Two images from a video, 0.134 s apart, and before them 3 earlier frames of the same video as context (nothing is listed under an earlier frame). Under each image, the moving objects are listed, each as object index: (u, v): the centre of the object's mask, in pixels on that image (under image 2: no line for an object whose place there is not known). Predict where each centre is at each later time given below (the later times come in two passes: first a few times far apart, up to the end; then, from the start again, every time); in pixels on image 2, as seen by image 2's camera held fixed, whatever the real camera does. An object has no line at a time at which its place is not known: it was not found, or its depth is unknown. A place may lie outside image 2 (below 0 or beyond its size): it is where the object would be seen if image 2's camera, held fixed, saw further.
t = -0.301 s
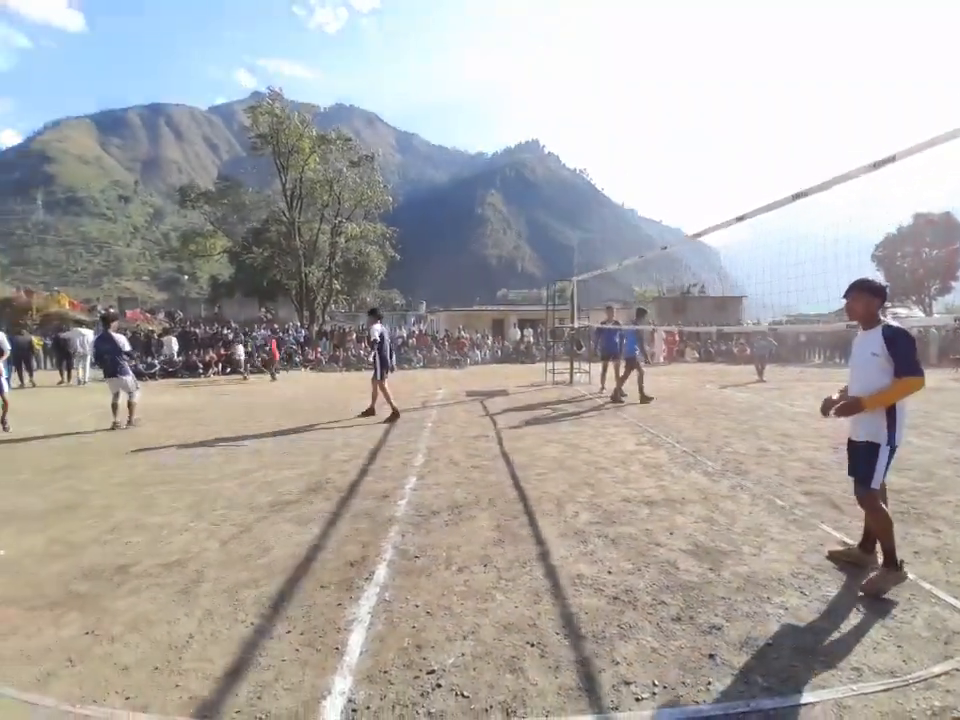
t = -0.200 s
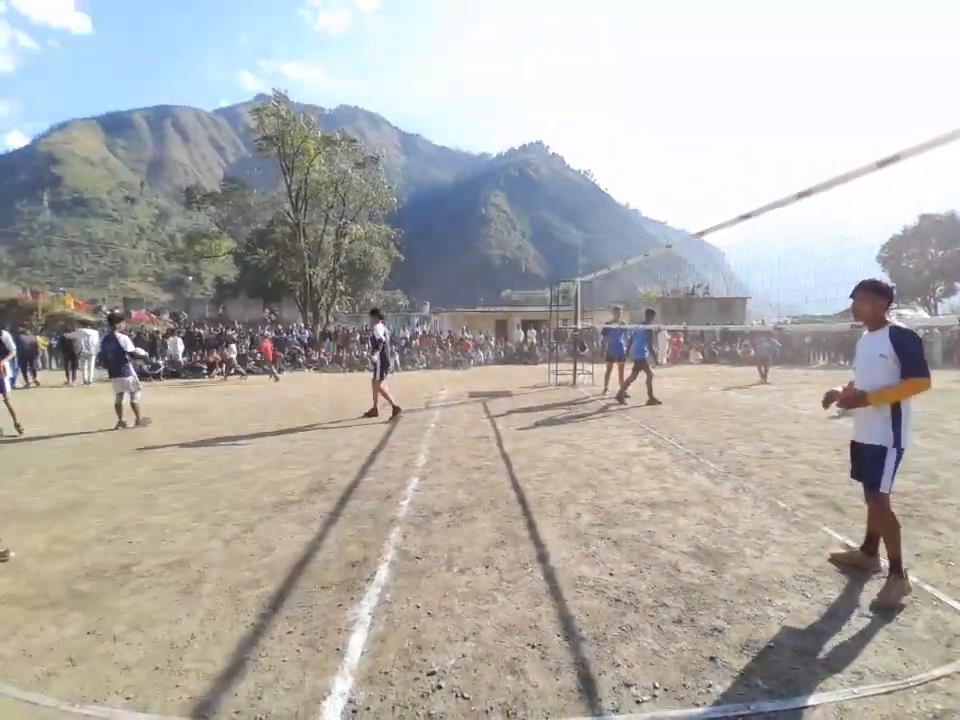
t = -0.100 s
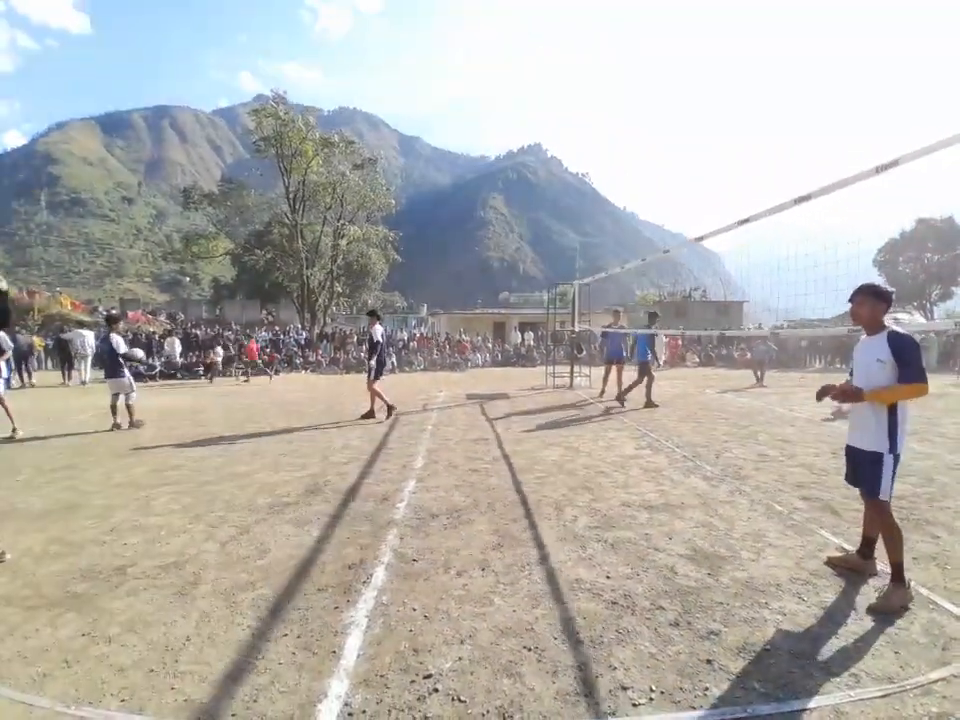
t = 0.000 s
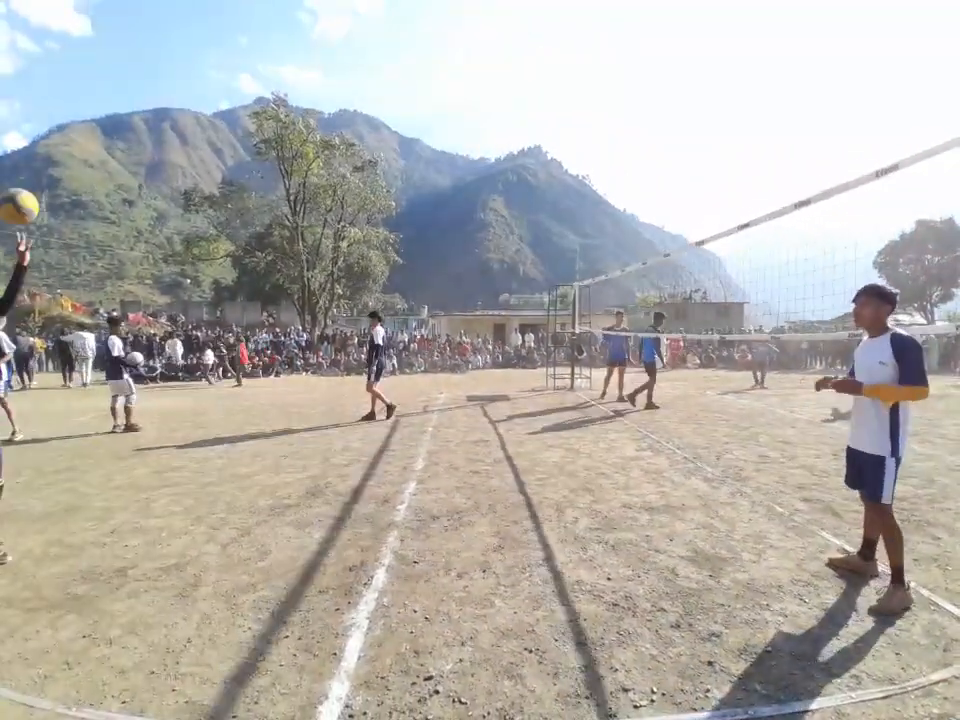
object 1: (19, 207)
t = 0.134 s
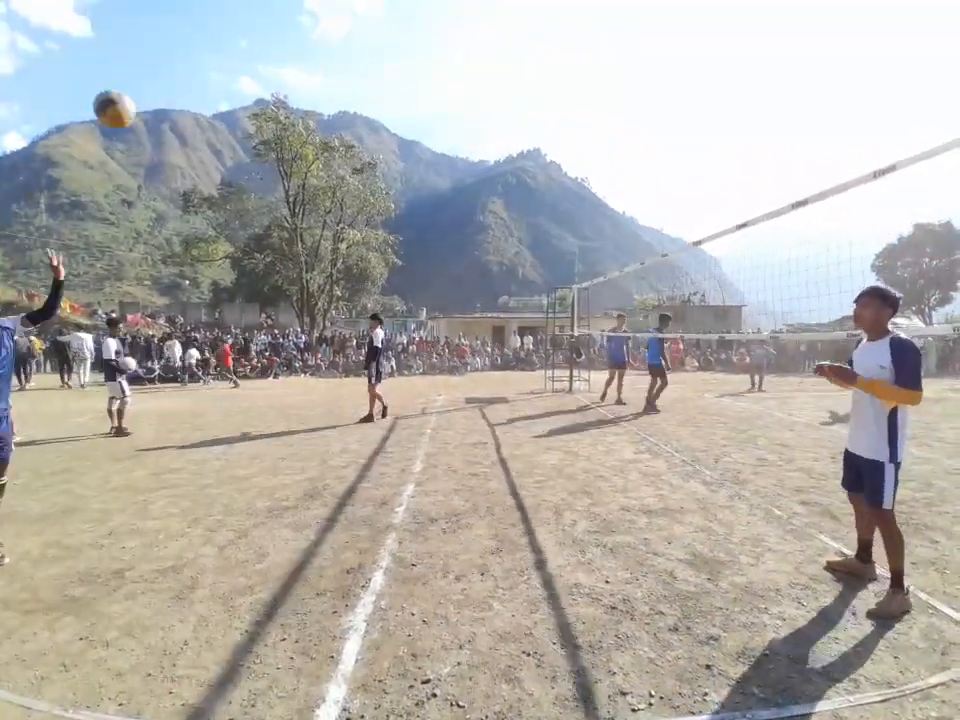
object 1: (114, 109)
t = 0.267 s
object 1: (217, 45)
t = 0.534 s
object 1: (430, 20)
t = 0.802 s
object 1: (628, 129)
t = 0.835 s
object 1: (651, 151)
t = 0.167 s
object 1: (139, 90)
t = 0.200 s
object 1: (165, 73)
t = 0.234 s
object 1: (192, 58)
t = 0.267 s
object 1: (217, 45)
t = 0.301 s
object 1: (244, 35)
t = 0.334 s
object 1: (271, 26)
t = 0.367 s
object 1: (297, 19)
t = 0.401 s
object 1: (324, 15)
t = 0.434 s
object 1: (351, 13)
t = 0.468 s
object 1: (378, 13)
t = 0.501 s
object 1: (404, 15)
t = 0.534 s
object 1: (430, 20)
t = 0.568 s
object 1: (456, 27)
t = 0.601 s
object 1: (482, 35)
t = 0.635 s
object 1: (507, 46)
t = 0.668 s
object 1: (532, 59)
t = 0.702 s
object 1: (557, 74)
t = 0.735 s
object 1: (581, 91)
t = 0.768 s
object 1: (605, 109)
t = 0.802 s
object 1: (628, 129)
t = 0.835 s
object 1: (651, 151)
